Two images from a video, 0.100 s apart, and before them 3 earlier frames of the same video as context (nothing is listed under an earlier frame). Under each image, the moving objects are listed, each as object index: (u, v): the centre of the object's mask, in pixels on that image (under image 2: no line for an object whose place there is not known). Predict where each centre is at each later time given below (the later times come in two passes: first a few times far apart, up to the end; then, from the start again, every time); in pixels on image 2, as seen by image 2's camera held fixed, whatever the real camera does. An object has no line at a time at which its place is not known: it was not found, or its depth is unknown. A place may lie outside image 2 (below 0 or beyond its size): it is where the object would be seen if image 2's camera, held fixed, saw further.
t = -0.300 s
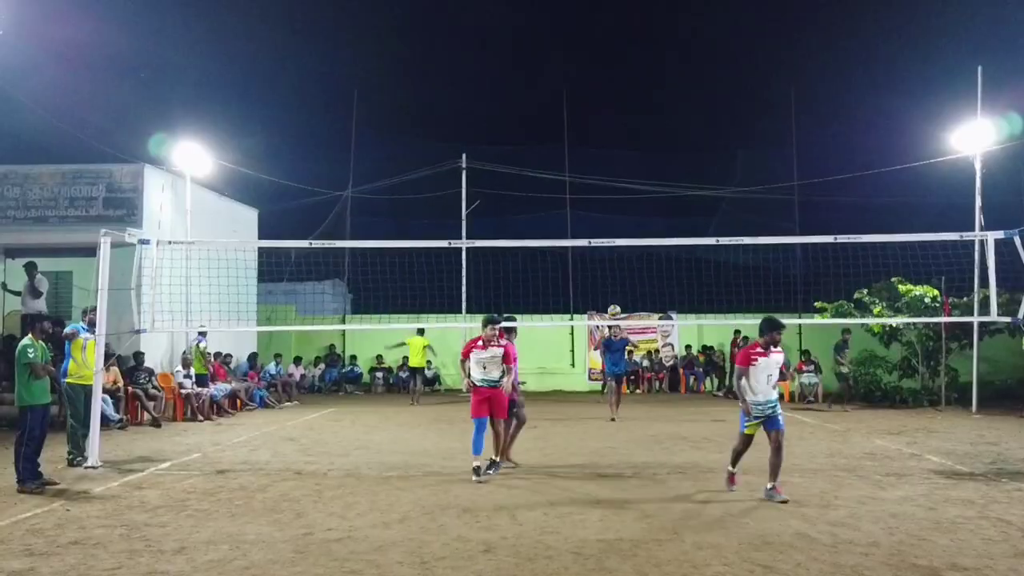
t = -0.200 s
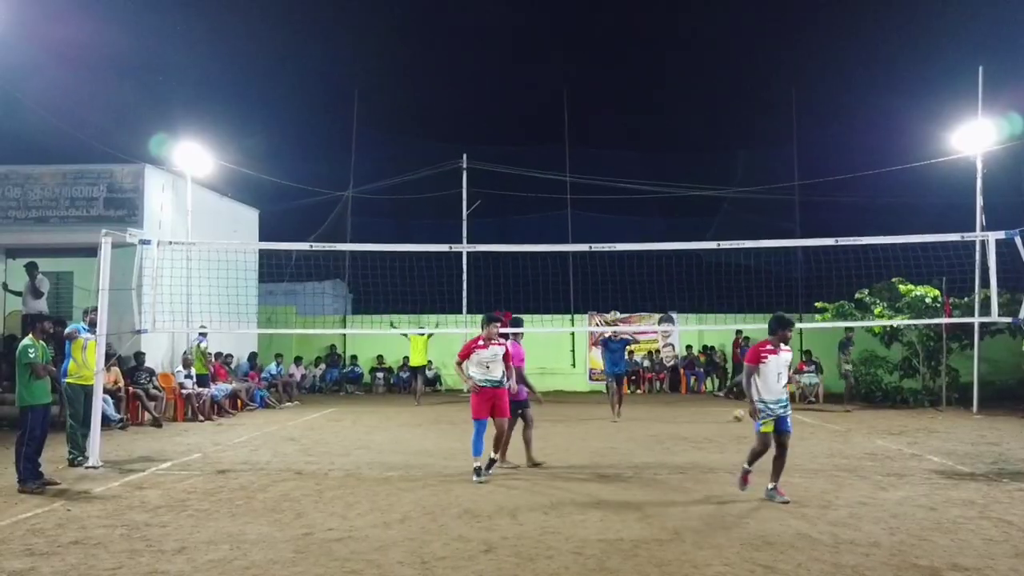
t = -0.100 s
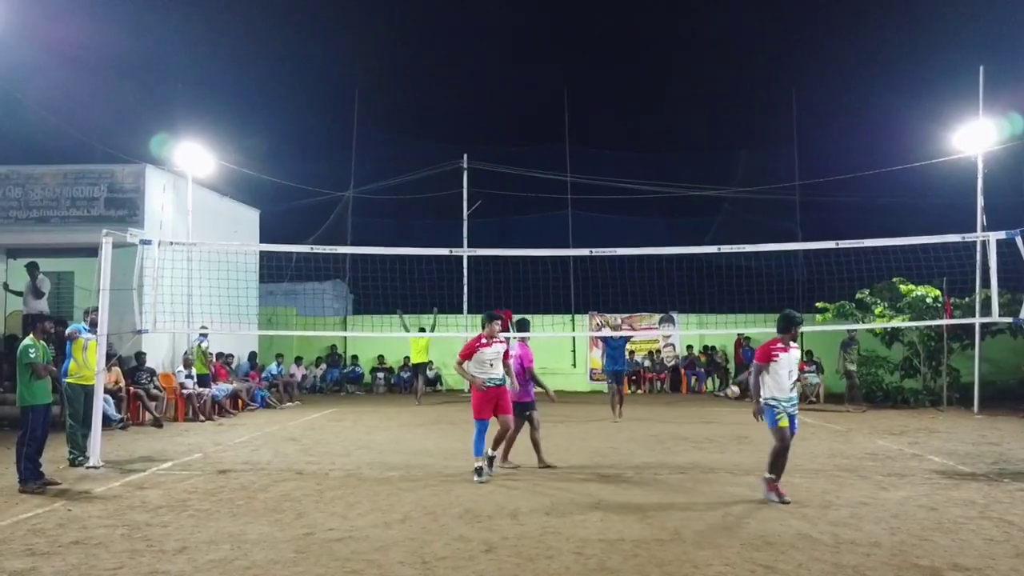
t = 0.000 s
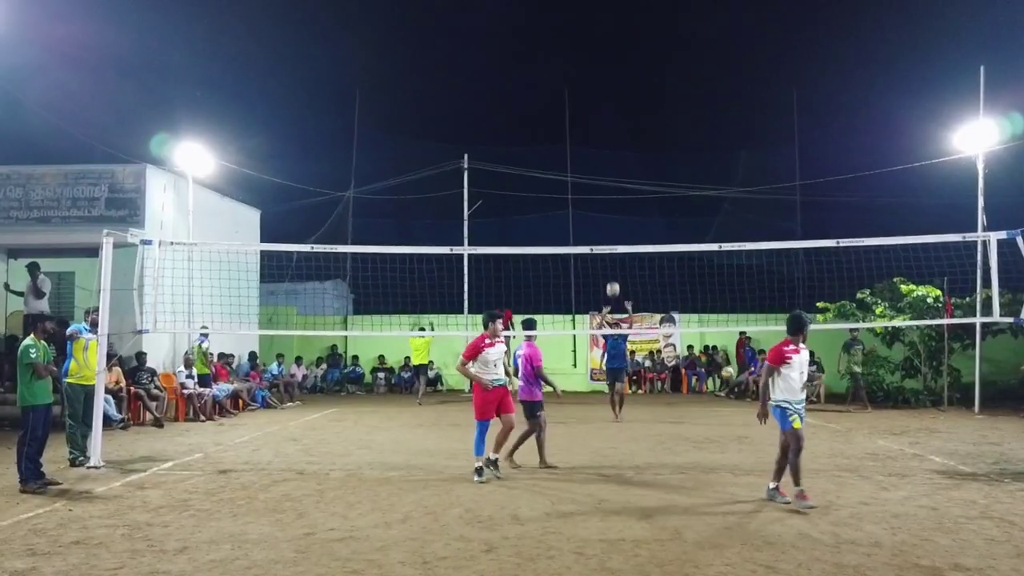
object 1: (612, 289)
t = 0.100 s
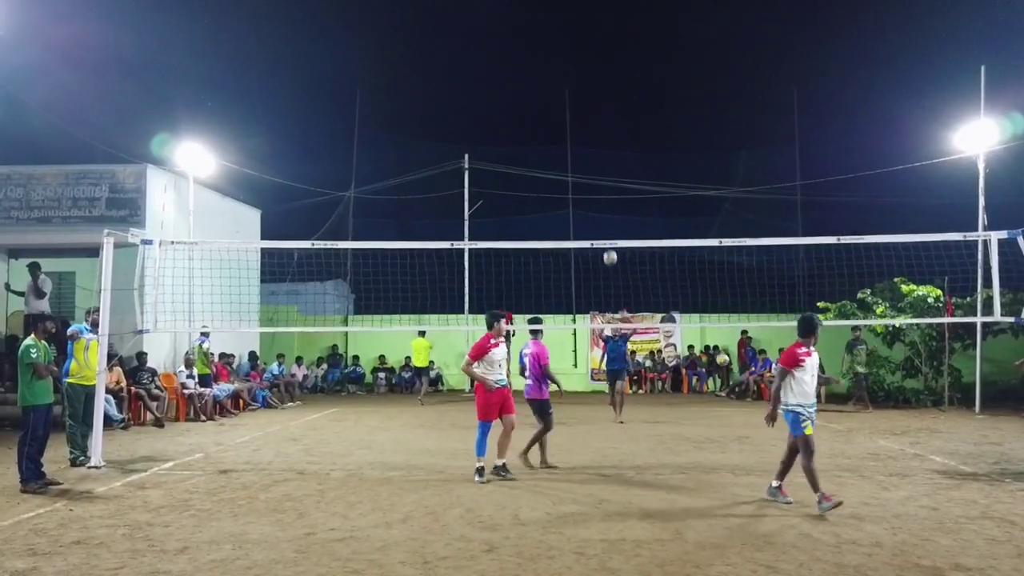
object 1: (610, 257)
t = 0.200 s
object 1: (606, 230)
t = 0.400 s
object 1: (601, 191)
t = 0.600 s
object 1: (595, 175)
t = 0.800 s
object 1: (589, 185)
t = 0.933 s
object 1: (585, 211)
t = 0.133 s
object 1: (609, 249)
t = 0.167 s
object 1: (608, 235)
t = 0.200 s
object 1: (606, 230)
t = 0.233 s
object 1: (605, 222)
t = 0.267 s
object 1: (604, 215)
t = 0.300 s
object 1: (603, 208)
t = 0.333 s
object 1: (602, 202)
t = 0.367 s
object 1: (602, 196)
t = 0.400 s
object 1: (601, 191)
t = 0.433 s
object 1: (600, 187)
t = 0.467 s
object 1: (599, 183)
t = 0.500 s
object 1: (598, 180)
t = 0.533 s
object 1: (597, 178)
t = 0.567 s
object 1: (596, 176)
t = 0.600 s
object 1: (595, 175)
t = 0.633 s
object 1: (594, 175)
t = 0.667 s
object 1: (593, 175)
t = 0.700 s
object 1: (592, 176)
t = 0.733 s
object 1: (591, 179)
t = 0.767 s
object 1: (590, 182)
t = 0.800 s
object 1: (589, 185)
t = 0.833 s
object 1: (588, 191)
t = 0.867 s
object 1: (587, 196)
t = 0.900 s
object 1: (586, 203)
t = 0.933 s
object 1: (585, 211)
